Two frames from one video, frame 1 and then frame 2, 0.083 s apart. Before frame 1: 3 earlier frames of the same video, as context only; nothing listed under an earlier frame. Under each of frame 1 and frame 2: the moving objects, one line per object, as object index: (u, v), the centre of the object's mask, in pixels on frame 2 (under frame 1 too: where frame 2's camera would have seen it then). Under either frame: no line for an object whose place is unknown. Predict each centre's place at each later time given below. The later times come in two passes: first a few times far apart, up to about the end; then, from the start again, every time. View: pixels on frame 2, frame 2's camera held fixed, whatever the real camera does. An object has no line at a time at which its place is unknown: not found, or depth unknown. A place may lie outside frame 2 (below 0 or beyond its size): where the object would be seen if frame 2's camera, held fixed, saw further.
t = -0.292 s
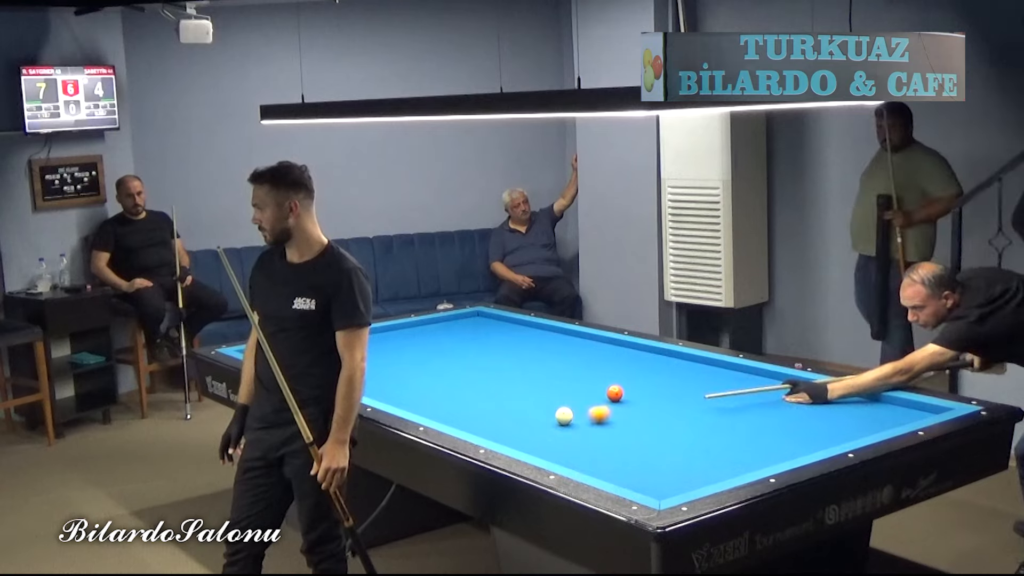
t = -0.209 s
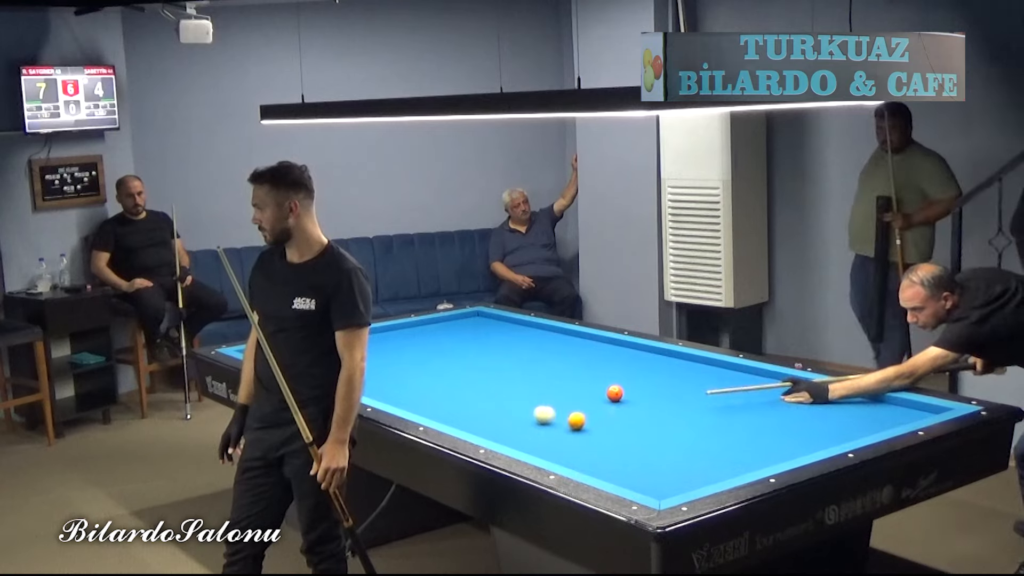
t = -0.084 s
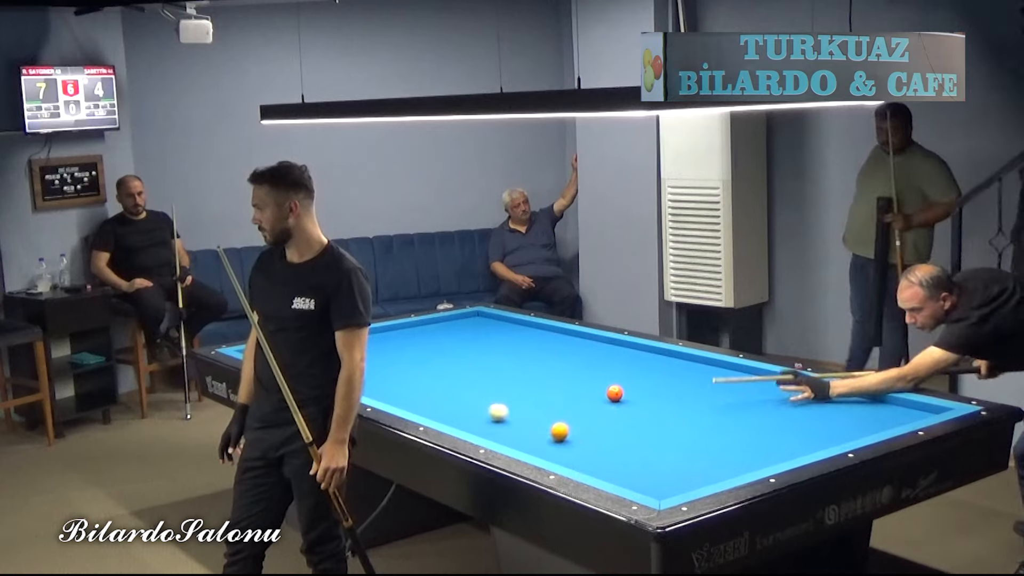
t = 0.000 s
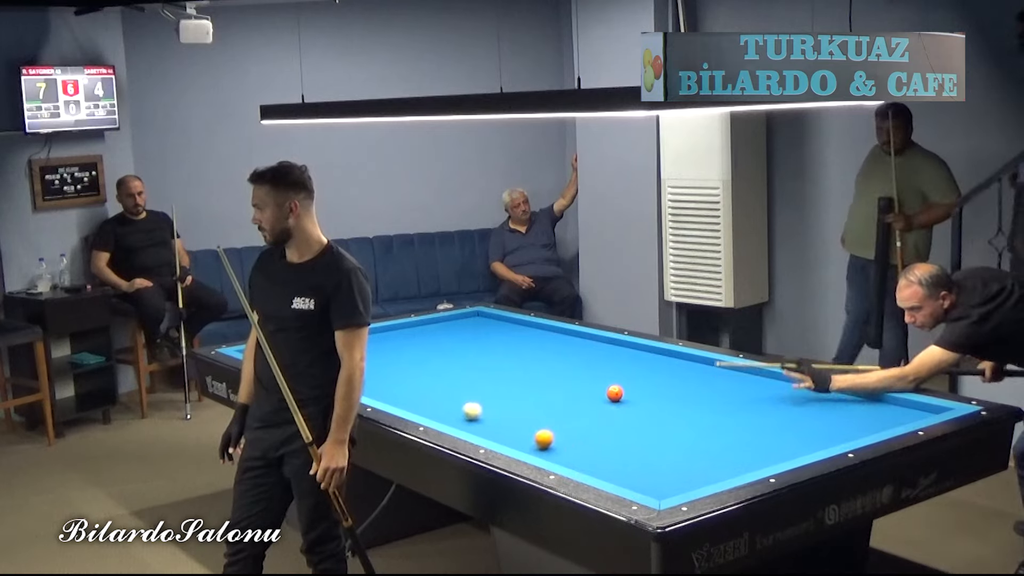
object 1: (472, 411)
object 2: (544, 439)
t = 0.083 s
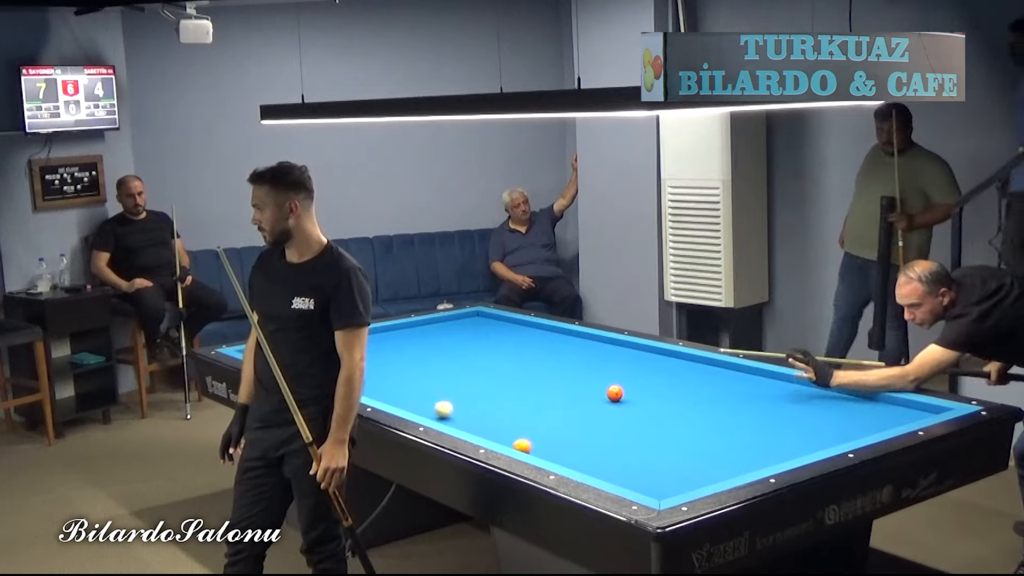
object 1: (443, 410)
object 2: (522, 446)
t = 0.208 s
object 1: (411, 406)
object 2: (558, 448)
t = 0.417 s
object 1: (399, 399)
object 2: (615, 447)
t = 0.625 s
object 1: (394, 389)
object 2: (675, 447)
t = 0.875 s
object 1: (389, 378)
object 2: (740, 447)
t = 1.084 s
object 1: (384, 370)
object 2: (799, 446)
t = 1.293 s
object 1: (381, 363)
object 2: (828, 440)
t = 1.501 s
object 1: (378, 356)
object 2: (836, 429)
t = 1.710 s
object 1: (375, 349)
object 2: (843, 418)
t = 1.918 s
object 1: (372, 343)
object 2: (849, 408)
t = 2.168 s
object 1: (369, 336)
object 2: (856, 397)
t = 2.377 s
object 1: (368, 330)
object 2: (846, 392)
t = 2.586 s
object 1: (386, 331)
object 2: (816, 392)
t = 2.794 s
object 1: (403, 331)
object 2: (790, 391)
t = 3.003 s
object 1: (419, 332)
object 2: (765, 391)
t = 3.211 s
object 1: (437, 332)
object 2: (738, 391)
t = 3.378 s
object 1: (450, 333)
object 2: (719, 390)
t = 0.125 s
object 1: (432, 409)
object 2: (531, 447)
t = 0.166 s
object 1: (421, 408)
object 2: (545, 448)
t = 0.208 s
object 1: (411, 406)
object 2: (558, 448)
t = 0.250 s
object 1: (401, 405)
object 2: (570, 447)
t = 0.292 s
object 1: (401, 403)
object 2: (582, 447)
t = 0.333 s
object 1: (401, 402)
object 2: (593, 447)
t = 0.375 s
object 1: (400, 400)
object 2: (604, 447)
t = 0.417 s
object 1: (399, 399)
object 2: (615, 447)
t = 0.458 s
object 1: (398, 397)
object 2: (626, 447)
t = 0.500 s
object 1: (397, 395)
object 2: (637, 447)
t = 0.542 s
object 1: (396, 393)
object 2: (647, 447)
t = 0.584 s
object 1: (395, 390)
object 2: (664, 447)
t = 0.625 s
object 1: (394, 389)
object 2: (675, 447)
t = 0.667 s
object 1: (393, 387)
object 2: (685, 447)
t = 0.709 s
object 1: (392, 385)
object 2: (696, 447)
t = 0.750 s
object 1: (391, 383)
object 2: (707, 447)
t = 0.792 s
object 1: (390, 382)
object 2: (718, 447)
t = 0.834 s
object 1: (390, 380)
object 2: (729, 447)
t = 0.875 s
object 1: (389, 378)
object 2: (740, 447)
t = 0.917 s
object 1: (388, 377)
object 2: (750, 447)
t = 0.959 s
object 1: (387, 375)
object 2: (761, 447)
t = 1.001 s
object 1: (386, 374)
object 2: (772, 447)
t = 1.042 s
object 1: (386, 372)
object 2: (783, 447)
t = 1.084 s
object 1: (384, 370)
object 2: (799, 446)
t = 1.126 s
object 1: (384, 368)
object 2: (810, 446)
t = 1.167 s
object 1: (383, 367)
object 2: (820, 444)
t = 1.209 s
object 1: (382, 366)
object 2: (826, 443)
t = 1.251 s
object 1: (382, 364)
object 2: (826, 441)
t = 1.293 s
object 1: (381, 363)
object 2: (828, 440)
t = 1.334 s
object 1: (380, 361)
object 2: (829, 438)
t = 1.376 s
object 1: (380, 360)
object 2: (831, 436)
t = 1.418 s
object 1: (379, 358)
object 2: (833, 434)
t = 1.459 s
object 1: (378, 357)
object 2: (834, 431)
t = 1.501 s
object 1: (378, 356)
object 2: (836, 429)
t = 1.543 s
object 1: (377, 354)
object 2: (837, 427)
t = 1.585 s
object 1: (377, 352)
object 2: (839, 424)
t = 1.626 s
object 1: (376, 351)
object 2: (840, 422)
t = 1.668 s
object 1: (375, 350)
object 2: (841, 420)
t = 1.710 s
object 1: (375, 349)
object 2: (843, 418)
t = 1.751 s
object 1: (374, 348)
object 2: (844, 416)
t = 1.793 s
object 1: (374, 346)
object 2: (845, 414)
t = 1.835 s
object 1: (373, 345)
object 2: (846, 412)
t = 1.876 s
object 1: (373, 344)
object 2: (848, 410)
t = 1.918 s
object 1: (372, 343)
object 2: (849, 408)
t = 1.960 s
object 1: (372, 342)
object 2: (850, 406)
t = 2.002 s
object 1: (371, 340)
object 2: (851, 404)
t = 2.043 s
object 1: (370, 339)
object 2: (853, 402)
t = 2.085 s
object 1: (370, 338)
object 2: (854, 400)
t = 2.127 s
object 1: (369, 337)
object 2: (855, 398)
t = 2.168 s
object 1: (369, 336)
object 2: (856, 397)
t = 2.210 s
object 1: (368, 335)
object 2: (857, 395)
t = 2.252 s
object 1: (368, 333)
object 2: (858, 393)
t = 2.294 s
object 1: (368, 332)
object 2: (857, 392)
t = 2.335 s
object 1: (368, 331)
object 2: (851, 392)
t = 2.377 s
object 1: (368, 330)
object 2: (846, 392)
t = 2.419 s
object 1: (371, 331)
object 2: (840, 392)
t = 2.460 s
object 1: (375, 331)
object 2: (835, 392)
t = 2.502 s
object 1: (378, 331)
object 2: (829, 392)
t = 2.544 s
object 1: (383, 331)
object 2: (821, 392)
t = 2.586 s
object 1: (386, 331)
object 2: (816, 392)
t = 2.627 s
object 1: (390, 331)
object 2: (811, 392)
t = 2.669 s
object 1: (393, 331)
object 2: (805, 392)
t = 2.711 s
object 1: (396, 331)
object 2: (800, 392)
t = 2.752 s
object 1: (400, 331)
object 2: (795, 391)
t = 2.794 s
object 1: (403, 331)
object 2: (790, 391)
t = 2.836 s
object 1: (406, 331)
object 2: (785, 391)
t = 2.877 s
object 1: (409, 332)
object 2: (780, 391)
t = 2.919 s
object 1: (412, 332)
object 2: (775, 391)
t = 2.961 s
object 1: (416, 332)
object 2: (770, 391)
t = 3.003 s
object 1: (419, 332)
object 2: (765, 391)
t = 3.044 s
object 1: (424, 332)
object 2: (758, 391)
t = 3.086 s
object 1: (427, 332)
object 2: (753, 391)
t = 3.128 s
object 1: (430, 332)
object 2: (748, 391)
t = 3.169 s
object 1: (433, 332)
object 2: (743, 391)
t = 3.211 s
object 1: (437, 332)
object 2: (738, 391)
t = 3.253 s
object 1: (440, 332)
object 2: (733, 391)
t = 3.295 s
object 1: (443, 332)
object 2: (728, 391)
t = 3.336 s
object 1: (446, 332)
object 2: (724, 390)
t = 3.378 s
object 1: (450, 333)
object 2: (719, 390)
